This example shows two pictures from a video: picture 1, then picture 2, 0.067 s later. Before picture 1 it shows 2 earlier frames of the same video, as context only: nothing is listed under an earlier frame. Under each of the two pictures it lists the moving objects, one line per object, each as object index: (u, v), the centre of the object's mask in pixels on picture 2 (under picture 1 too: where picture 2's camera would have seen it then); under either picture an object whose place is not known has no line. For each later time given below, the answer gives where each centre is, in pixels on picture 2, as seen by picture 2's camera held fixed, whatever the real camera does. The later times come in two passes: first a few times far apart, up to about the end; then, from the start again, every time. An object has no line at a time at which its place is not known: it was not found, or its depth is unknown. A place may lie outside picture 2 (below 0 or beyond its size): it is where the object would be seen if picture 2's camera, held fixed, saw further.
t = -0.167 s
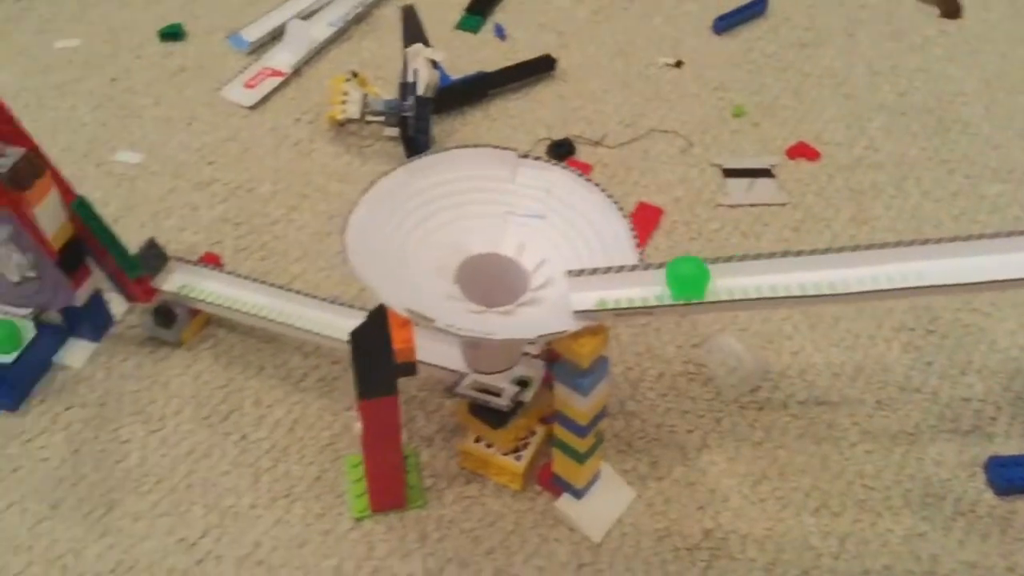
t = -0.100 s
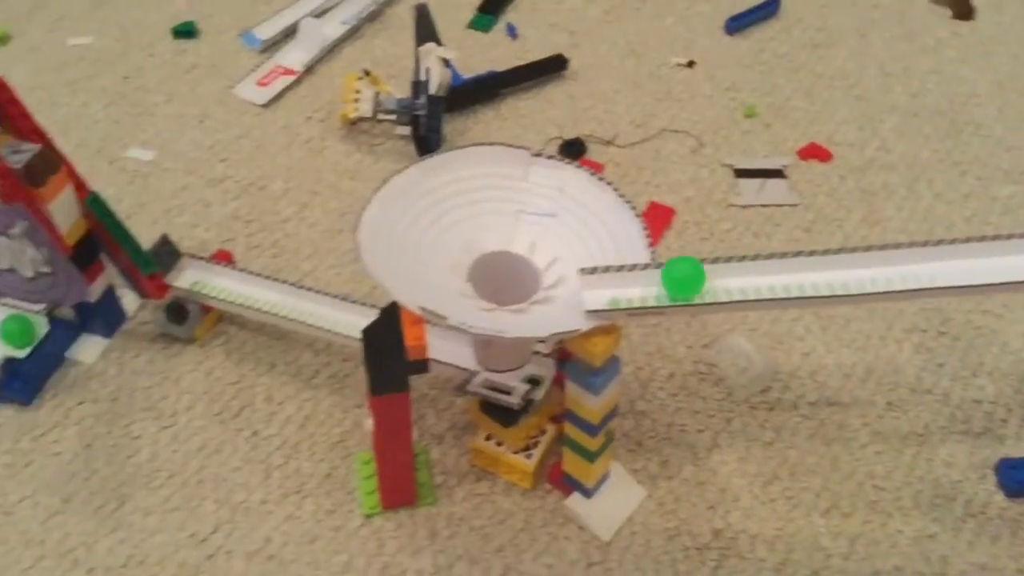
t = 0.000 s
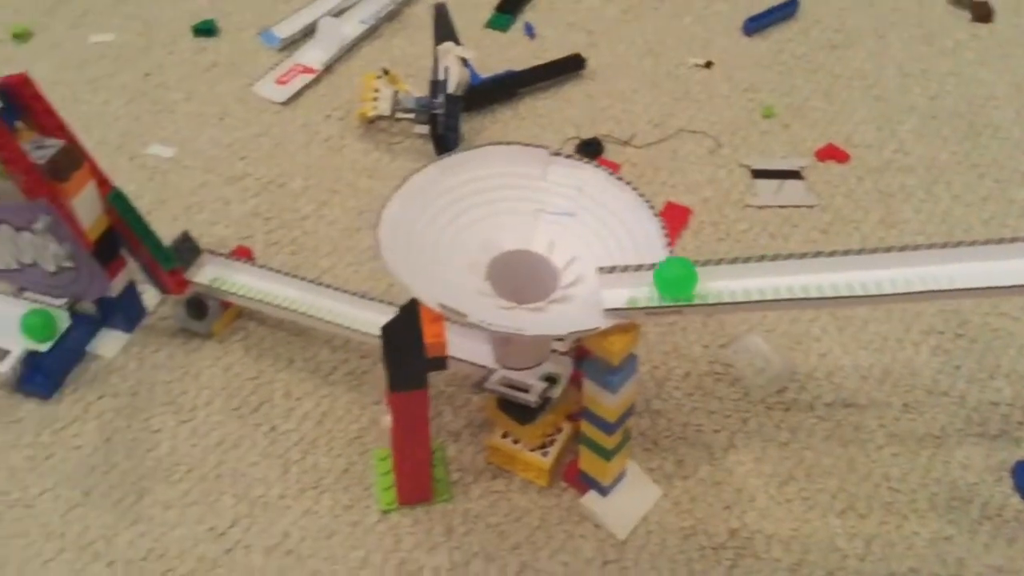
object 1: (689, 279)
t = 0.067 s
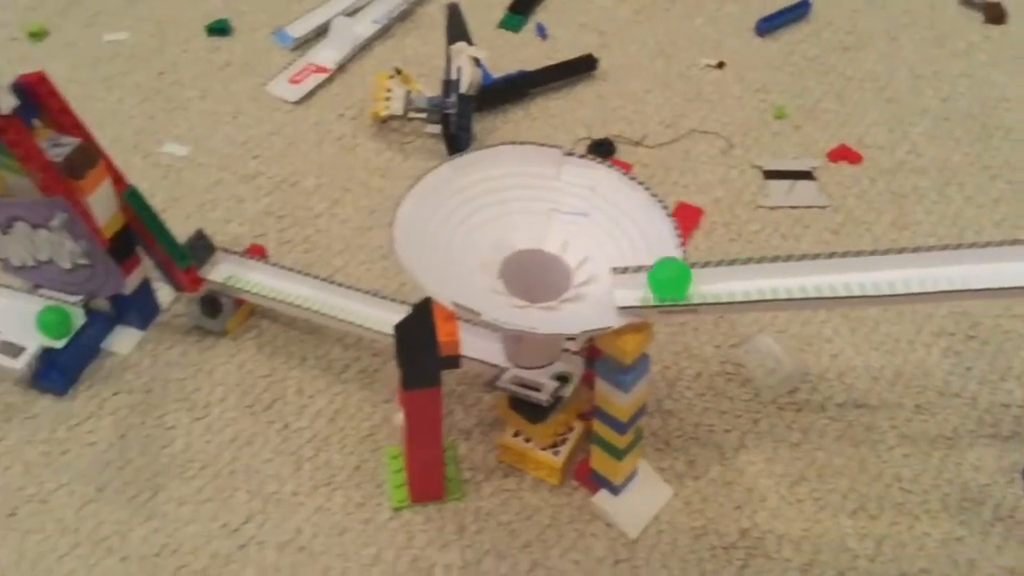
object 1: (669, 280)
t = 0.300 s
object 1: (603, 284)
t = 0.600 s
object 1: (518, 291)
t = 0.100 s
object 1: (660, 280)
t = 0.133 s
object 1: (651, 280)
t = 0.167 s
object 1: (641, 281)
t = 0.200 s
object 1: (632, 283)
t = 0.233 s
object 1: (623, 284)
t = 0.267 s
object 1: (613, 284)
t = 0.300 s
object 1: (603, 284)
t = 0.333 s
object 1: (593, 286)
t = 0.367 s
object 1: (582, 288)
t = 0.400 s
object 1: (573, 292)
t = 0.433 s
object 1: (562, 299)
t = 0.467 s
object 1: (553, 302)
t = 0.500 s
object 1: (545, 302)
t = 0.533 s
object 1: (536, 299)
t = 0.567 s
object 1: (528, 295)
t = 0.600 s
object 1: (518, 291)
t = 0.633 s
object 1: (509, 286)
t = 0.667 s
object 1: (500, 283)
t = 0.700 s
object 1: (493, 277)
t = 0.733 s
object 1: (486, 271)
